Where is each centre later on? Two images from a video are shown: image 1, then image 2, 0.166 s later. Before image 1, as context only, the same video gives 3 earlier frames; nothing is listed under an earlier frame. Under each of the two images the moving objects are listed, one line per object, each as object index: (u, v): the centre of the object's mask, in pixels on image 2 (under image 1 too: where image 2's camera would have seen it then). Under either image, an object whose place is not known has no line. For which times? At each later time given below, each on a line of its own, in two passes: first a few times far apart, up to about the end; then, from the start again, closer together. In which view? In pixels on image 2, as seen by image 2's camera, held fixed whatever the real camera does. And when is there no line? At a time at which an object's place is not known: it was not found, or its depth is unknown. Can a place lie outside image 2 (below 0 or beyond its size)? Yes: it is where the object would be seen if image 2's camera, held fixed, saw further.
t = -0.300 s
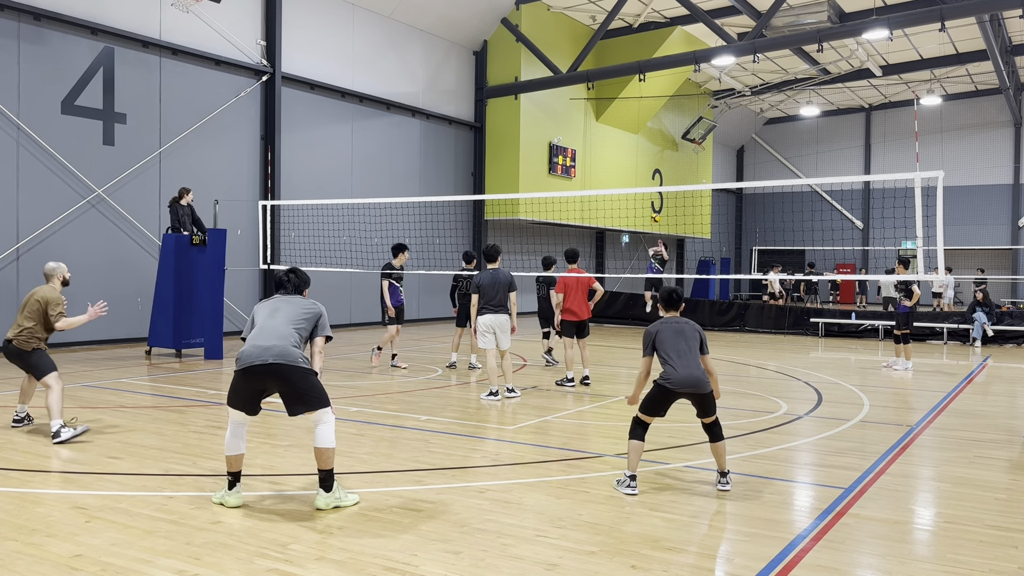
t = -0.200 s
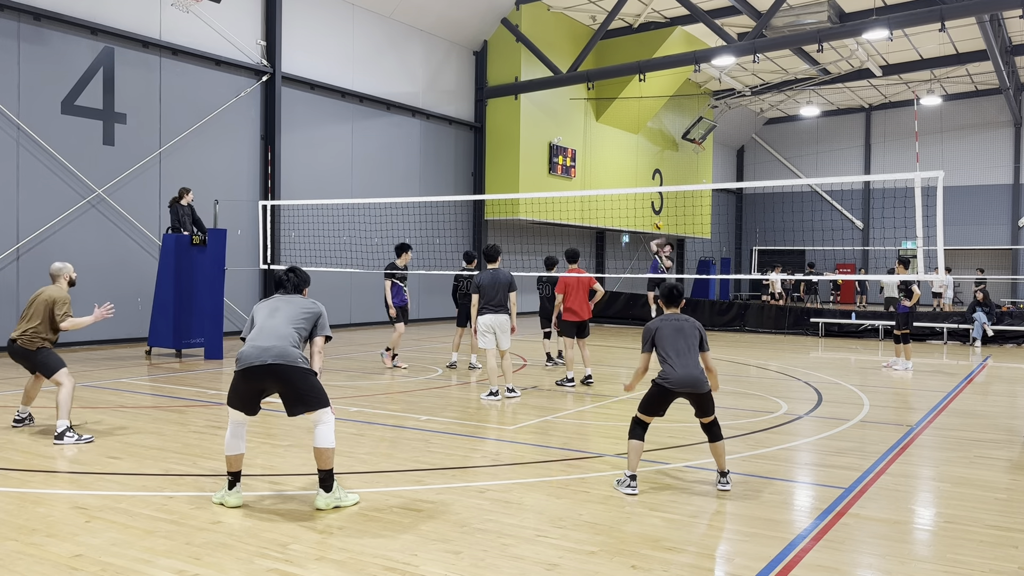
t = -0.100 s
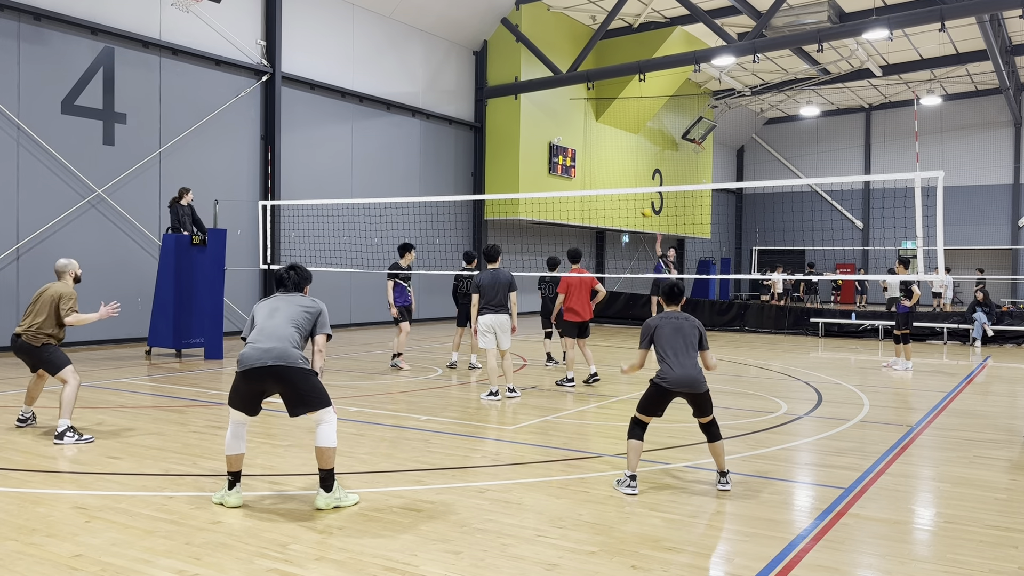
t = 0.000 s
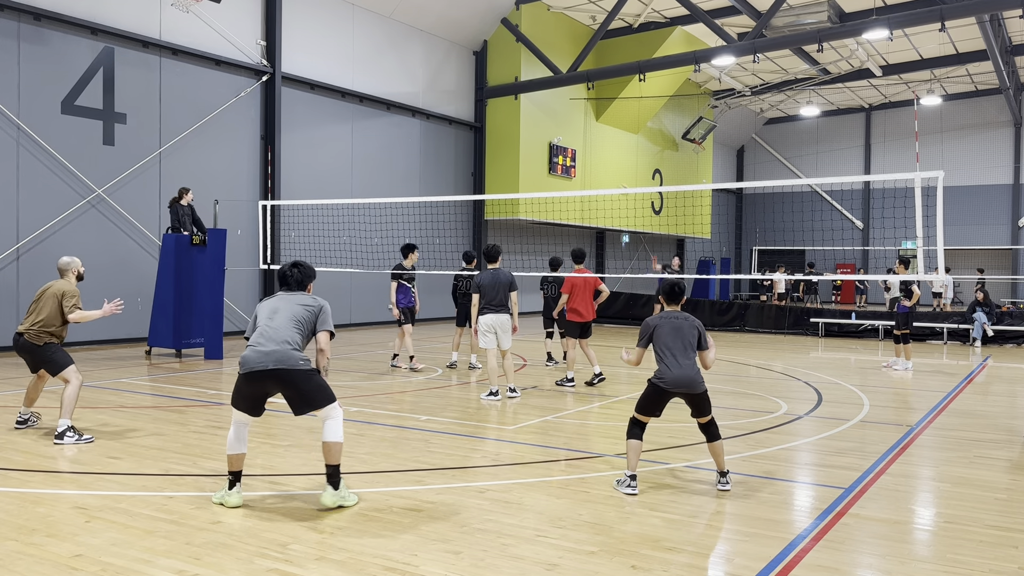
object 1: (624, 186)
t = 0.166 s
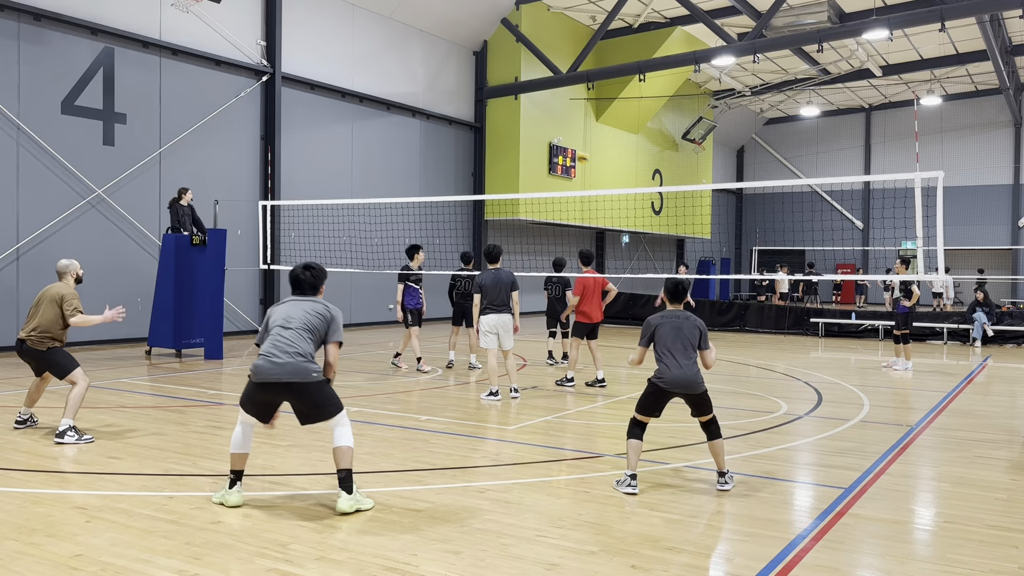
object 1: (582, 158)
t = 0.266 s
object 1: (555, 143)
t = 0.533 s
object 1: (463, 127)
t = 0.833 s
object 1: (312, 174)
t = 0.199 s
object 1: (574, 152)
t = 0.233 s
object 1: (563, 147)
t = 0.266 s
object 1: (555, 143)
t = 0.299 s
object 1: (544, 139)
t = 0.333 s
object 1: (534, 136)
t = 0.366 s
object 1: (523, 133)
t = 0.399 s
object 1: (512, 131)
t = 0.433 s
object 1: (501, 129)
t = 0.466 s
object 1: (488, 128)
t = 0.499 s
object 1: (476, 127)
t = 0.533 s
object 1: (463, 127)
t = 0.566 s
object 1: (448, 128)
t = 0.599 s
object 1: (434, 130)
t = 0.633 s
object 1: (419, 133)
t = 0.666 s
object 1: (402, 136)
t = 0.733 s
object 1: (368, 147)
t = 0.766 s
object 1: (350, 155)
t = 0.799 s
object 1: (332, 164)
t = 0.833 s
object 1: (312, 174)
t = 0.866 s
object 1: (291, 186)
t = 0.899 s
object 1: (270, 199)
